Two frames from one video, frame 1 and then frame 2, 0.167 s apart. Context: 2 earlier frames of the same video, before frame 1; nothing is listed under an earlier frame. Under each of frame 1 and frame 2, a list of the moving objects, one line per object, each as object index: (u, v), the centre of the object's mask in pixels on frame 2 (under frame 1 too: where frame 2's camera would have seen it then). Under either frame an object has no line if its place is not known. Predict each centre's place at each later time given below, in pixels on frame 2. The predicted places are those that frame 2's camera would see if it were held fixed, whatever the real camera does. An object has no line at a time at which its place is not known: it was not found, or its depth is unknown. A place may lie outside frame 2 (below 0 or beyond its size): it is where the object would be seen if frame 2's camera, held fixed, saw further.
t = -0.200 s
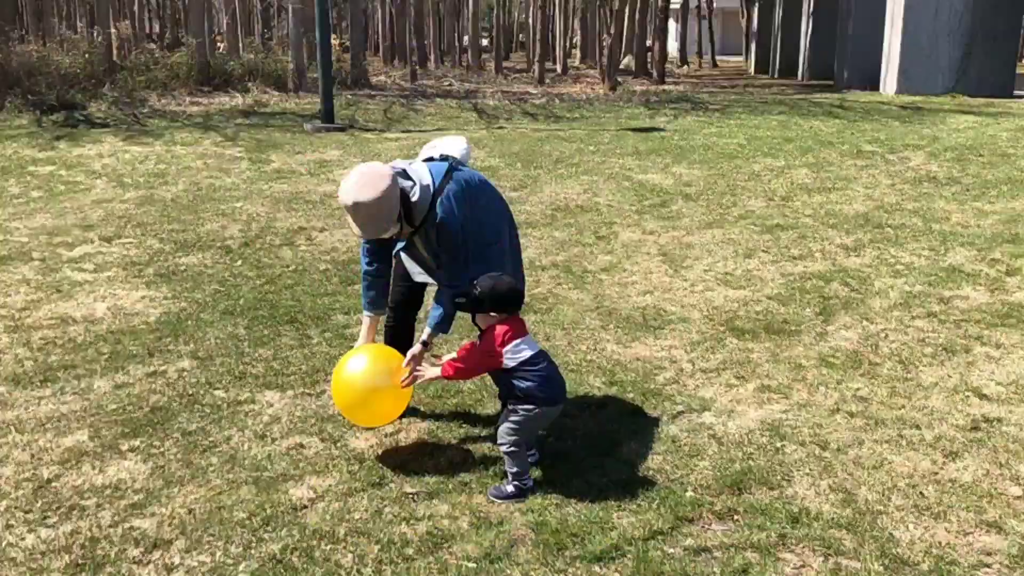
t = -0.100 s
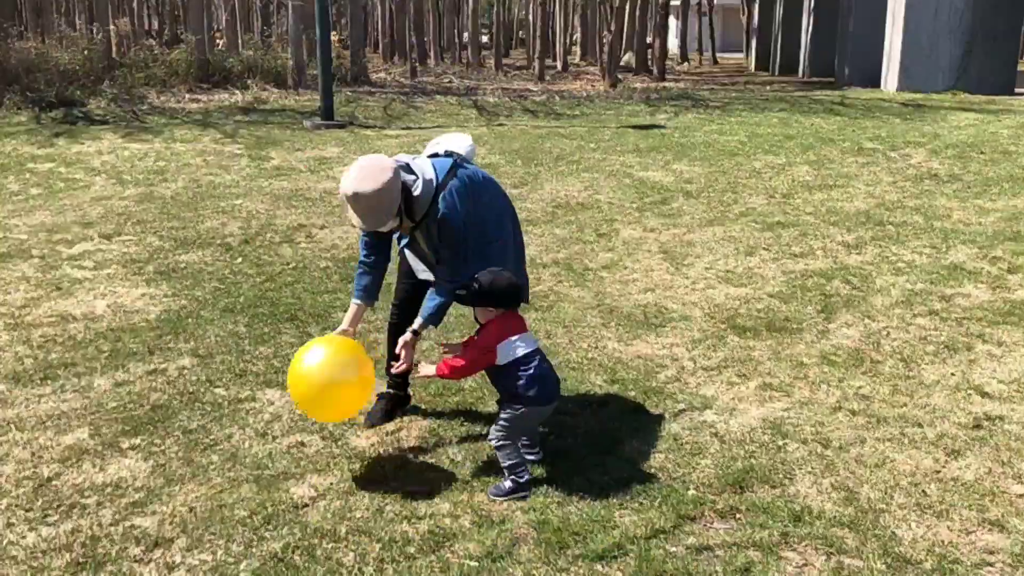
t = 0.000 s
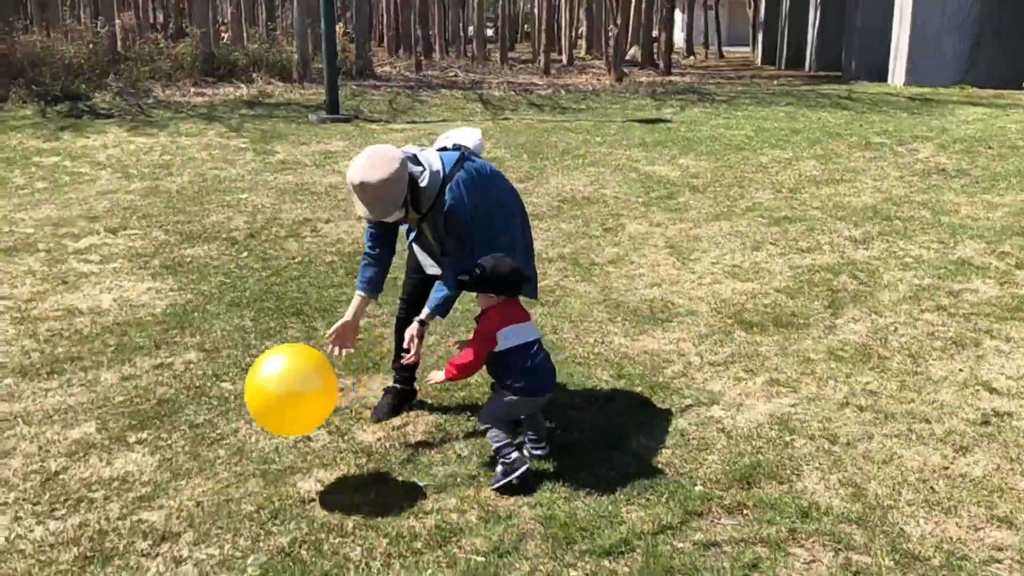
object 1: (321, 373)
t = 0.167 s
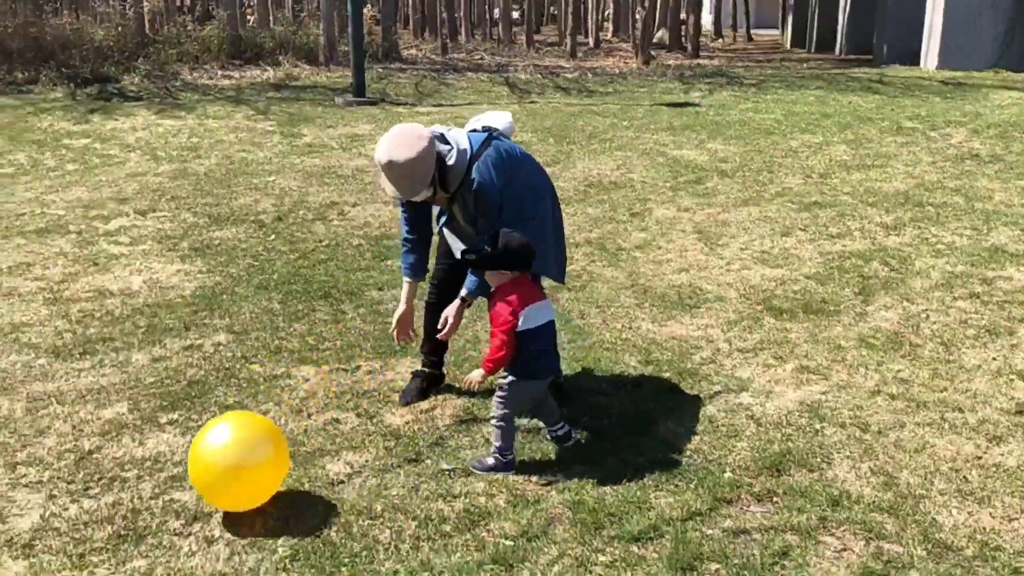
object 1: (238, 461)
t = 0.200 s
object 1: (223, 484)
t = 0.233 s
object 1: (209, 481)
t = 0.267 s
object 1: (193, 477)
